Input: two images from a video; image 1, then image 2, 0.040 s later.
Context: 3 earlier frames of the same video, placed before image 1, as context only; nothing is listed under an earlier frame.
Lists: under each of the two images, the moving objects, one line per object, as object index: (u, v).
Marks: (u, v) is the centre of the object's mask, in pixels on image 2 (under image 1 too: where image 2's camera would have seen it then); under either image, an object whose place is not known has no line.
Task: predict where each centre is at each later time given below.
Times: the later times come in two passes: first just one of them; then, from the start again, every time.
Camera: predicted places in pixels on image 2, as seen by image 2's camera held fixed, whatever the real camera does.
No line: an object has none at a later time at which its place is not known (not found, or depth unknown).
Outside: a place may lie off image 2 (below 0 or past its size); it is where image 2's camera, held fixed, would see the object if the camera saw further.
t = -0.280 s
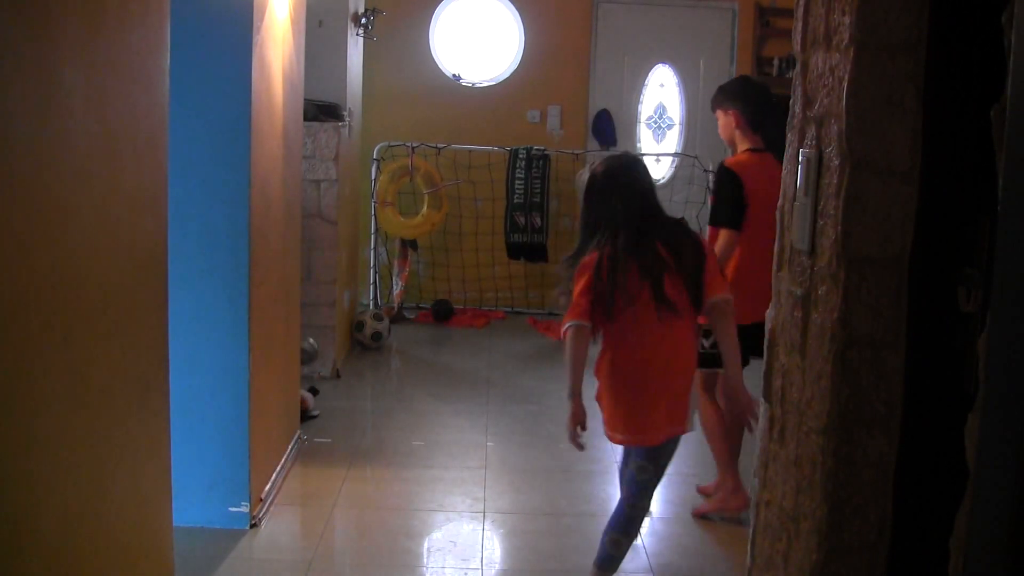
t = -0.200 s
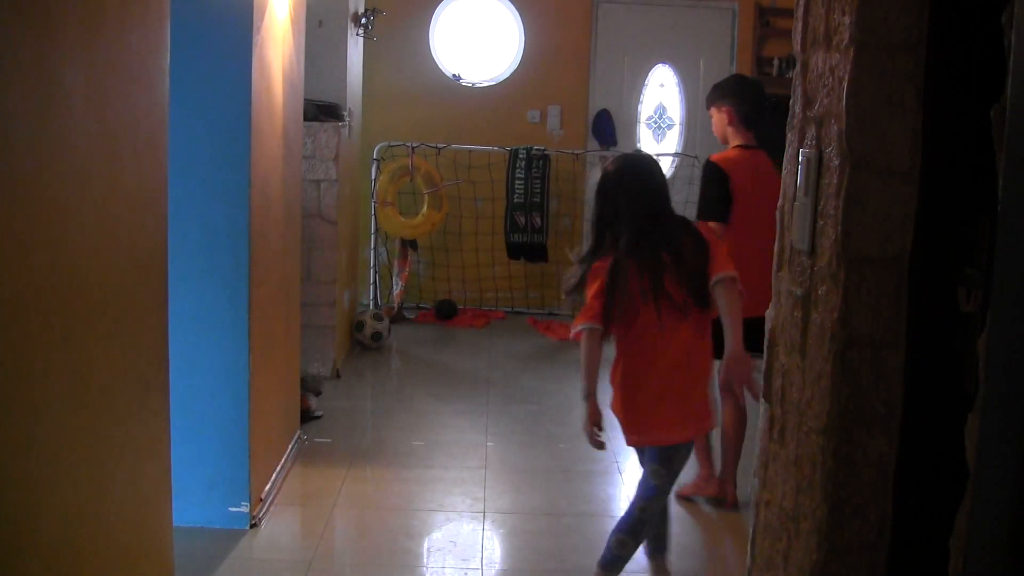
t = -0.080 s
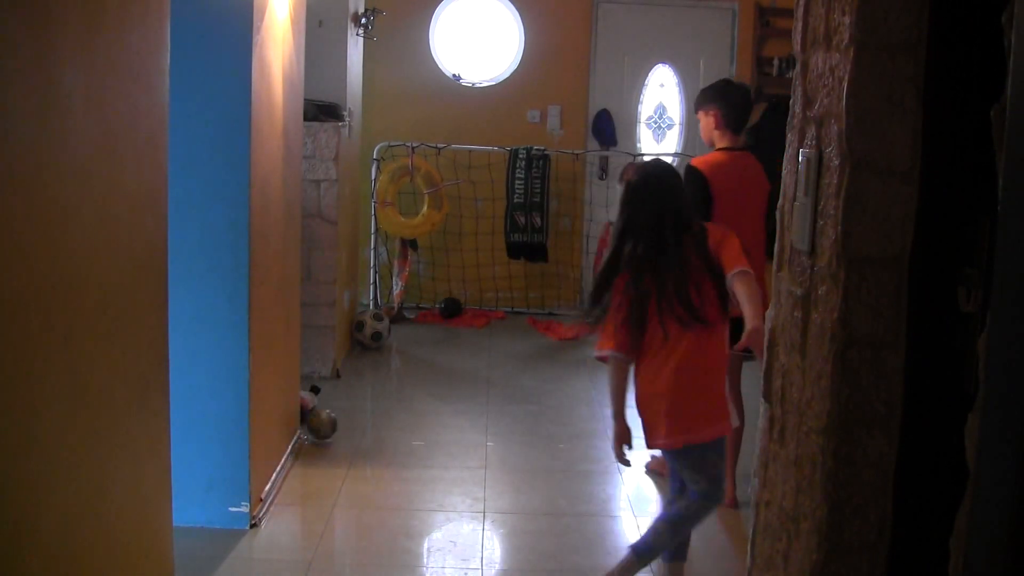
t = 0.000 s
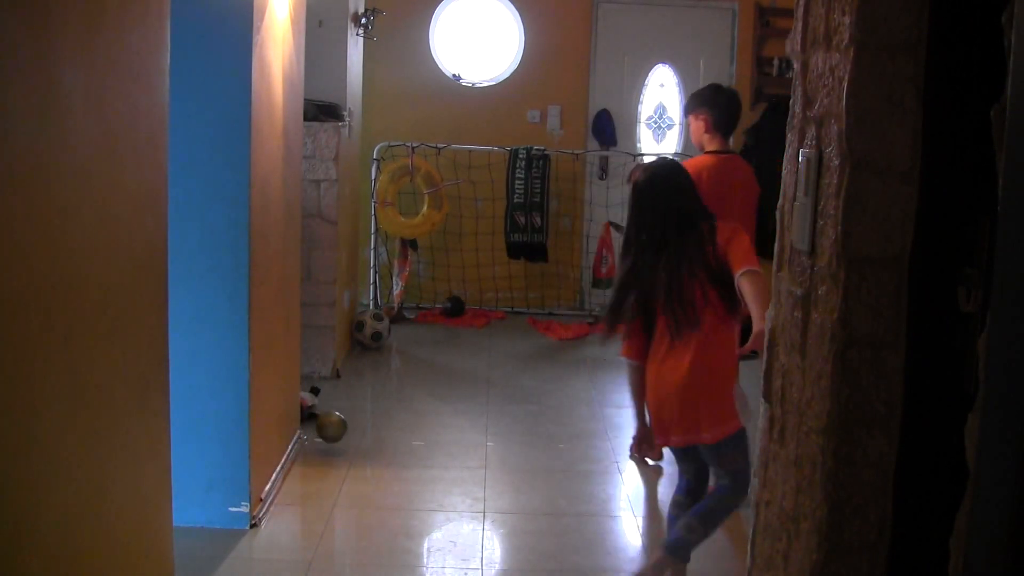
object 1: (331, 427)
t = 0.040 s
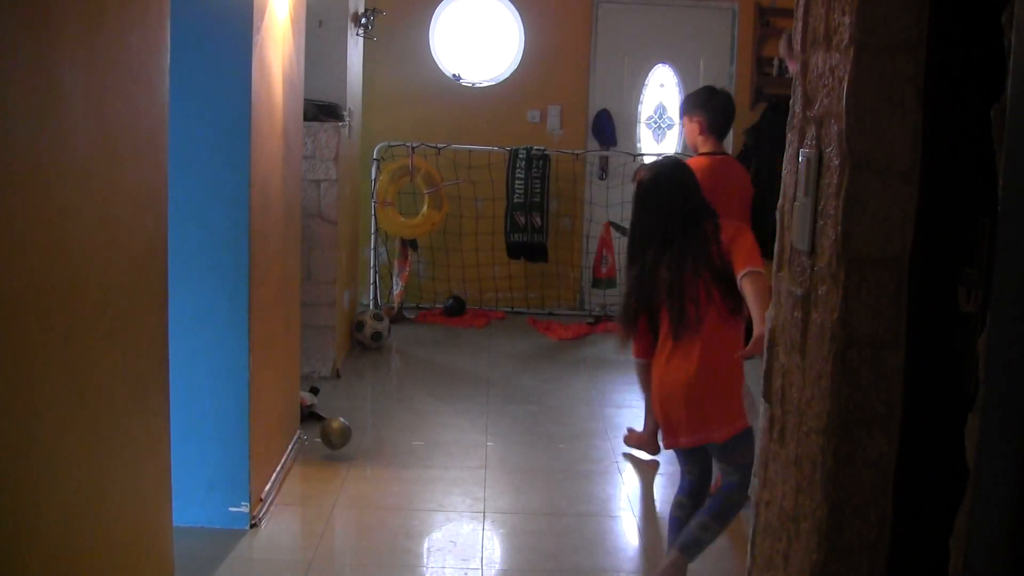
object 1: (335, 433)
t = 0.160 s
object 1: (350, 455)
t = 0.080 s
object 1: (340, 444)
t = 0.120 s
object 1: (344, 454)
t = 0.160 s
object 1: (350, 455)
